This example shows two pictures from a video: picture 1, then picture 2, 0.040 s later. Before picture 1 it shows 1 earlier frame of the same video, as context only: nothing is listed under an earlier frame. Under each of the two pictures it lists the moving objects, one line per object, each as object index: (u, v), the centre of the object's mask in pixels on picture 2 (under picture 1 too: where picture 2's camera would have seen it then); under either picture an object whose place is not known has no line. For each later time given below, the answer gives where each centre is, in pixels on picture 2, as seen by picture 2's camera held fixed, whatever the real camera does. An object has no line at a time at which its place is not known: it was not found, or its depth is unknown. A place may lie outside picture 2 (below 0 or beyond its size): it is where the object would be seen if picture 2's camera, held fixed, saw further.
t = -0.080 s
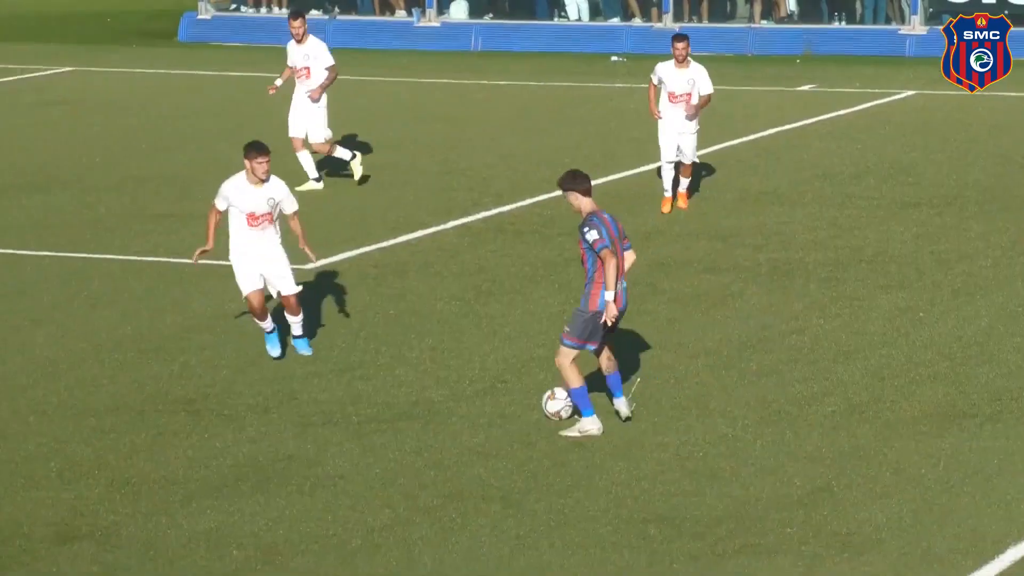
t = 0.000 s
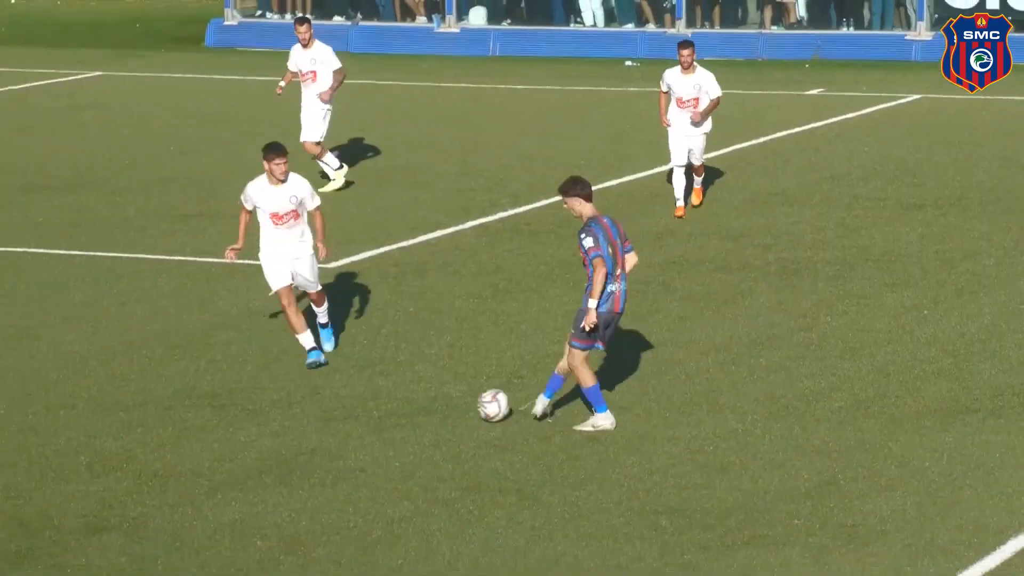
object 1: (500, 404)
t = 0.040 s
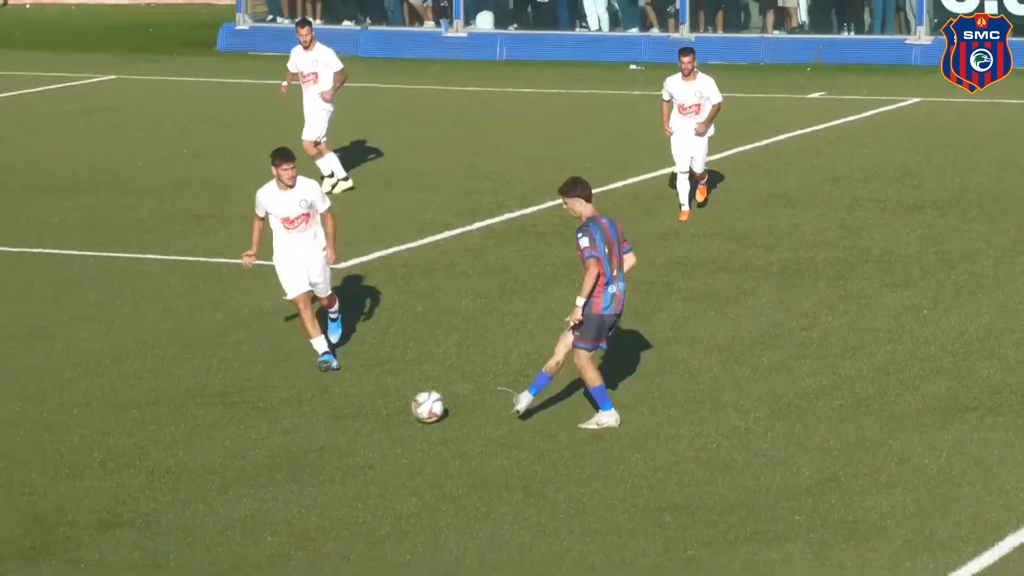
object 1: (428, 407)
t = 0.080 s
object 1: (356, 412)
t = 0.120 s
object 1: (285, 417)
